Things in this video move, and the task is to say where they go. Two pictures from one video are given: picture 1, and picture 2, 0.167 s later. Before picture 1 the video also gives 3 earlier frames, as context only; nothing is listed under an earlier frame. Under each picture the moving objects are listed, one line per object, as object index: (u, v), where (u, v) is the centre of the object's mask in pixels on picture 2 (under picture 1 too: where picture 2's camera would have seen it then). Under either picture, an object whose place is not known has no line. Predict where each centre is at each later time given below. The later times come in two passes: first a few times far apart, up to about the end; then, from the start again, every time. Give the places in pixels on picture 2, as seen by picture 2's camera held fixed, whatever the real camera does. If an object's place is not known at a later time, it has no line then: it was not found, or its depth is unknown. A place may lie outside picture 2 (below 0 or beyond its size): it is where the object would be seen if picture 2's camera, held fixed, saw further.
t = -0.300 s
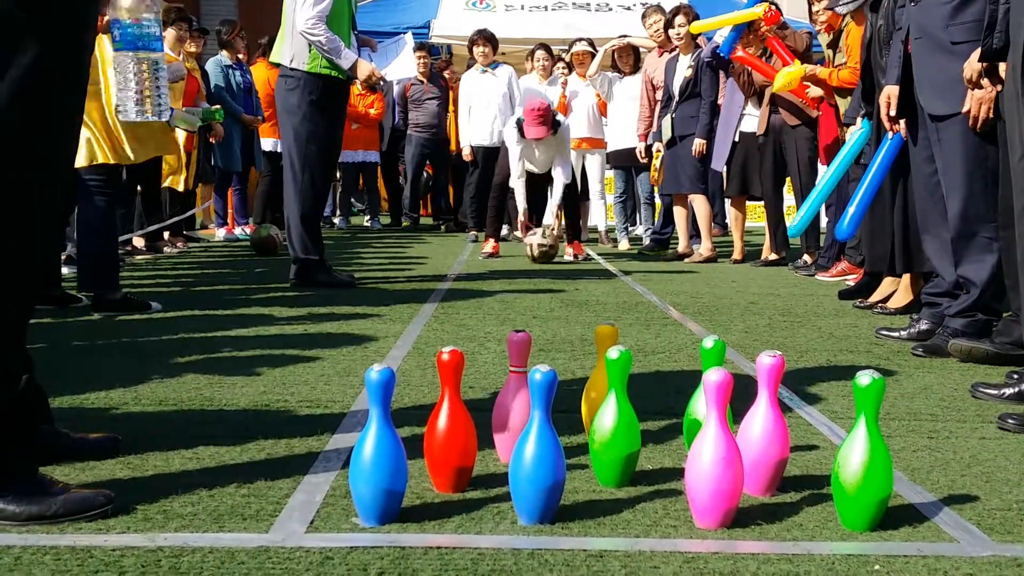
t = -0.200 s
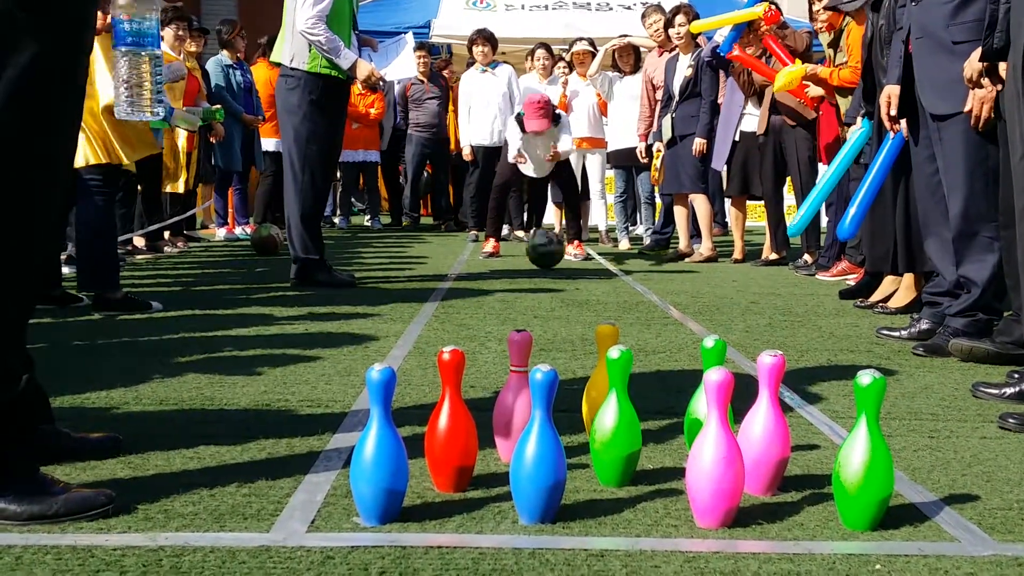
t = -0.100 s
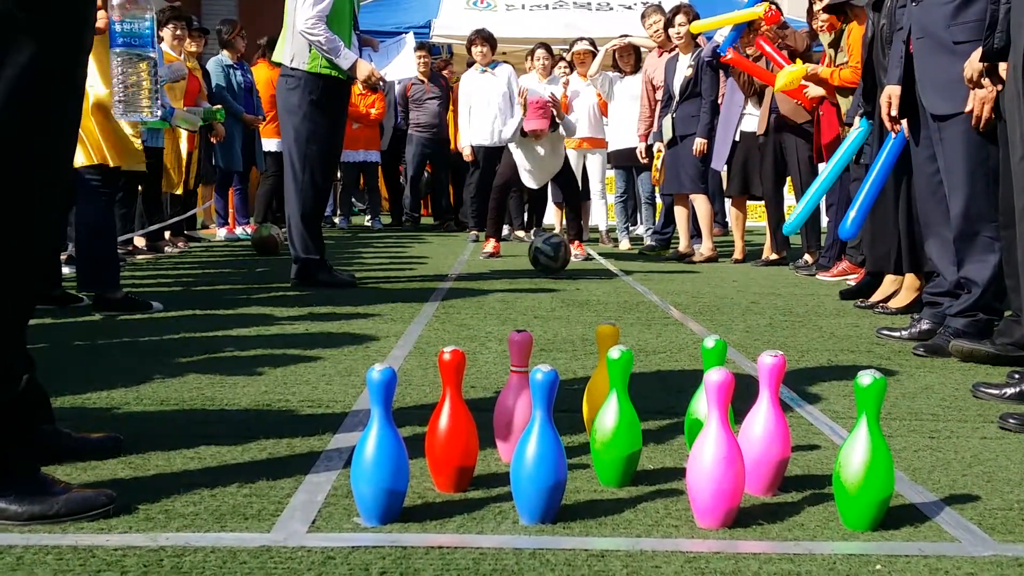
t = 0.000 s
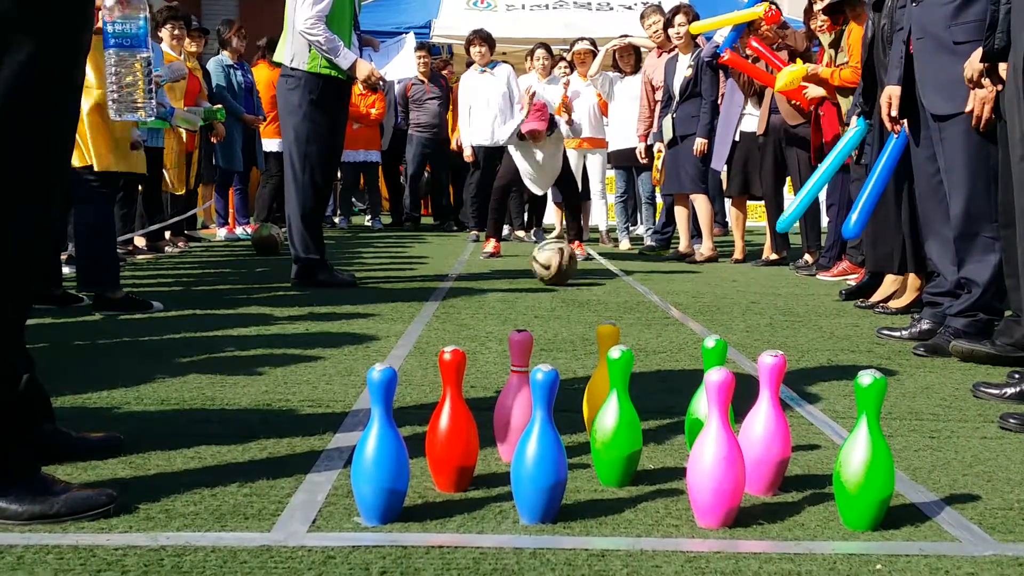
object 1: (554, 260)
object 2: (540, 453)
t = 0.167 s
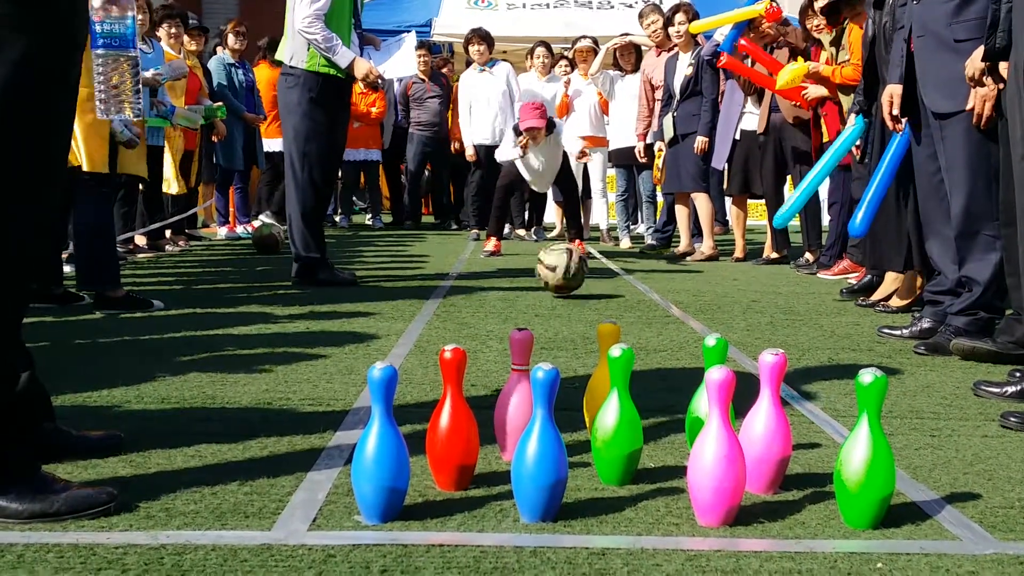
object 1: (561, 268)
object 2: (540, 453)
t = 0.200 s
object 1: (563, 267)
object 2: (540, 453)
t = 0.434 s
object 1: (578, 286)
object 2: (540, 453)
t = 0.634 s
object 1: (595, 308)
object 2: (540, 453)
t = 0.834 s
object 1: (634, 347)
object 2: (540, 453)
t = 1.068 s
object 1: (727, 366)
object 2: (540, 454)
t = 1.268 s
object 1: (774, 430)
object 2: (554, 461)
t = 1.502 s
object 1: (853, 502)
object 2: (600, 505)
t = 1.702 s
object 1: (918, 527)
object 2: (598, 504)
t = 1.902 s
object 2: (596, 504)
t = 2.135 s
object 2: (596, 504)
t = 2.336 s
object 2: (596, 504)
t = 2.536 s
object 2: (596, 504)
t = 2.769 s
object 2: (596, 504)
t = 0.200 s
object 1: (563, 267)
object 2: (540, 453)
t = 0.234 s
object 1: (565, 268)
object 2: (540, 453)
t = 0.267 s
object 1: (567, 271)
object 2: (540, 453)
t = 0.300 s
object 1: (569, 279)
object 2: (540, 453)
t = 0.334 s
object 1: (571, 286)
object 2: (540, 453)
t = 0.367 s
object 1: (573, 284)
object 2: (540, 453)
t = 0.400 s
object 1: (575, 284)
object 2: (540, 453)
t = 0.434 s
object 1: (578, 286)
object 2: (540, 453)
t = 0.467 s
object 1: (580, 293)
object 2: (540, 453)
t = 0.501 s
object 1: (582, 303)
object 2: (540, 453)
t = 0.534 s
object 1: (585, 303)
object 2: (540, 453)
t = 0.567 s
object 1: (588, 302)
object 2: (540, 453)
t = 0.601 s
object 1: (591, 303)
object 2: (540, 453)
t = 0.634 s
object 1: (595, 308)
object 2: (540, 453)
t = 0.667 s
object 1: (598, 319)
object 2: (540, 453)
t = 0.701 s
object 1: (597, 334)
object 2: (540, 453)
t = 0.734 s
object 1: (610, 320)
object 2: (540, 453)
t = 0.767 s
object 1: (621, 333)
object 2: (540, 453)
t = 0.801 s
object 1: (623, 335)
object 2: (540, 453)
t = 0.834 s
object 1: (634, 347)
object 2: (540, 453)
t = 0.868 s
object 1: (643, 340)
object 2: (540, 453)
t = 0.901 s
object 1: (657, 335)
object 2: (540, 453)
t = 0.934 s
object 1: (671, 333)
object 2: (540, 453)
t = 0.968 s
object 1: (684, 337)
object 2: (540, 453)
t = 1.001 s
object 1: (698, 347)
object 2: (540, 453)
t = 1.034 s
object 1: (709, 360)
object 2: (540, 453)
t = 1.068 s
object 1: (727, 366)
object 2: (540, 454)
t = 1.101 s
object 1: (738, 379)
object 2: (541, 455)
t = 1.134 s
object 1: (750, 393)
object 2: (542, 456)
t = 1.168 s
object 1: (759, 403)
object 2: (544, 457)
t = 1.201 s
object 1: (760, 411)
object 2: (547, 459)
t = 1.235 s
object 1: (764, 426)
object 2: (550, 459)
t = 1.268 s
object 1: (774, 430)
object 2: (554, 461)
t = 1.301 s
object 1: (787, 437)
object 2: (559, 463)
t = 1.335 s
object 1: (801, 454)
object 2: (565, 467)
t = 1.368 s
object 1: (812, 471)
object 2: (573, 471)
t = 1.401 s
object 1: (821, 487)
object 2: (582, 479)
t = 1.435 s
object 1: (831, 490)
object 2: (593, 492)
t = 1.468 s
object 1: (842, 497)
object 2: (599, 502)
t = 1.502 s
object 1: (853, 502)
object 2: (600, 505)
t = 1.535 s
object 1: (864, 508)
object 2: (599, 506)
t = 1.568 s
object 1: (875, 512)
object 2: (597, 505)
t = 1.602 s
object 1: (886, 516)
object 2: (597, 505)
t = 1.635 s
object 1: (899, 520)
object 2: (597, 504)
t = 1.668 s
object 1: (910, 522)
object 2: (598, 504)
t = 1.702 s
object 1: (918, 527)
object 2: (598, 504)
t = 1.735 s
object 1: (926, 529)
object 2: (598, 504)
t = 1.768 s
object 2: (598, 504)
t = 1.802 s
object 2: (597, 504)
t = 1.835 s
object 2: (596, 504)
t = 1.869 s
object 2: (596, 504)
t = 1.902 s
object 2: (596, 504)
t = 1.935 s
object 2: (596, 504)
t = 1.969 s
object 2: (596, 504)
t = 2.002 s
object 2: (596, 504)
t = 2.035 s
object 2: (596, 504)
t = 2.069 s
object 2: (596, 504)
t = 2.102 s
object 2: (596, 504)
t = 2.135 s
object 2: (596, 504)
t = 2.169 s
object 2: (596, 504)
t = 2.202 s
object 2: (596, 504)
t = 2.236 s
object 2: (596, 504)
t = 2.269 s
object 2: (596, 504)
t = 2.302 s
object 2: (596, 504)
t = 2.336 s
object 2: (596, 504)
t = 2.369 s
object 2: (596, 504)
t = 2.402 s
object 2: (596, 504)
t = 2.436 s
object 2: (596, 504)
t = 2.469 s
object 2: (596, 504)
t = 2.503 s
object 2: (596, 504)
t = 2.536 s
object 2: (596, 504)
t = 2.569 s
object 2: (596, 504)
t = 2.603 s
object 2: (596, 504)
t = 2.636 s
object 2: (596, 504)
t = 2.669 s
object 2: (596, 504)
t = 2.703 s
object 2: (596, 504)
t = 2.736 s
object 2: (596, 504)
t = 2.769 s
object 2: (596, 504)
